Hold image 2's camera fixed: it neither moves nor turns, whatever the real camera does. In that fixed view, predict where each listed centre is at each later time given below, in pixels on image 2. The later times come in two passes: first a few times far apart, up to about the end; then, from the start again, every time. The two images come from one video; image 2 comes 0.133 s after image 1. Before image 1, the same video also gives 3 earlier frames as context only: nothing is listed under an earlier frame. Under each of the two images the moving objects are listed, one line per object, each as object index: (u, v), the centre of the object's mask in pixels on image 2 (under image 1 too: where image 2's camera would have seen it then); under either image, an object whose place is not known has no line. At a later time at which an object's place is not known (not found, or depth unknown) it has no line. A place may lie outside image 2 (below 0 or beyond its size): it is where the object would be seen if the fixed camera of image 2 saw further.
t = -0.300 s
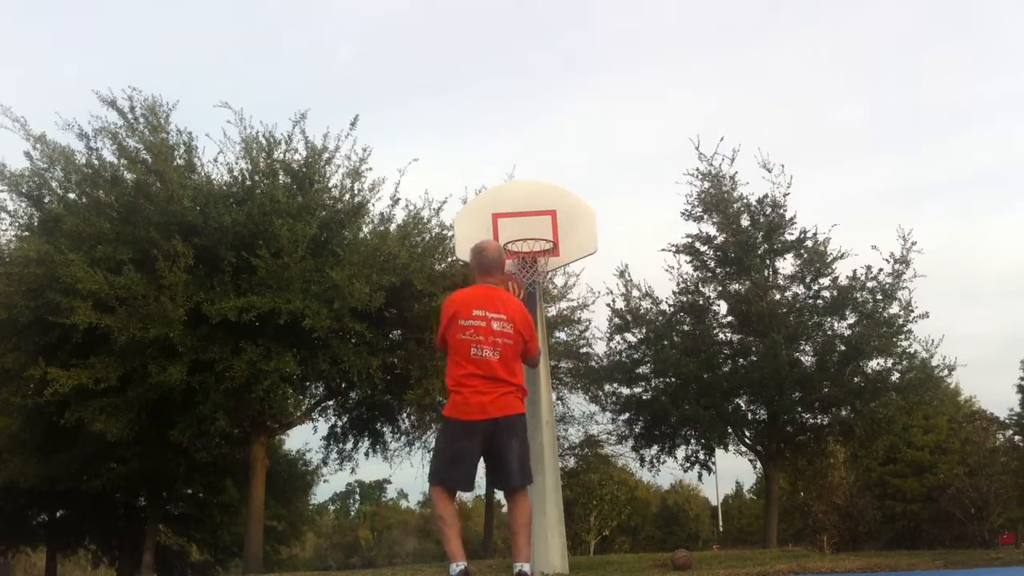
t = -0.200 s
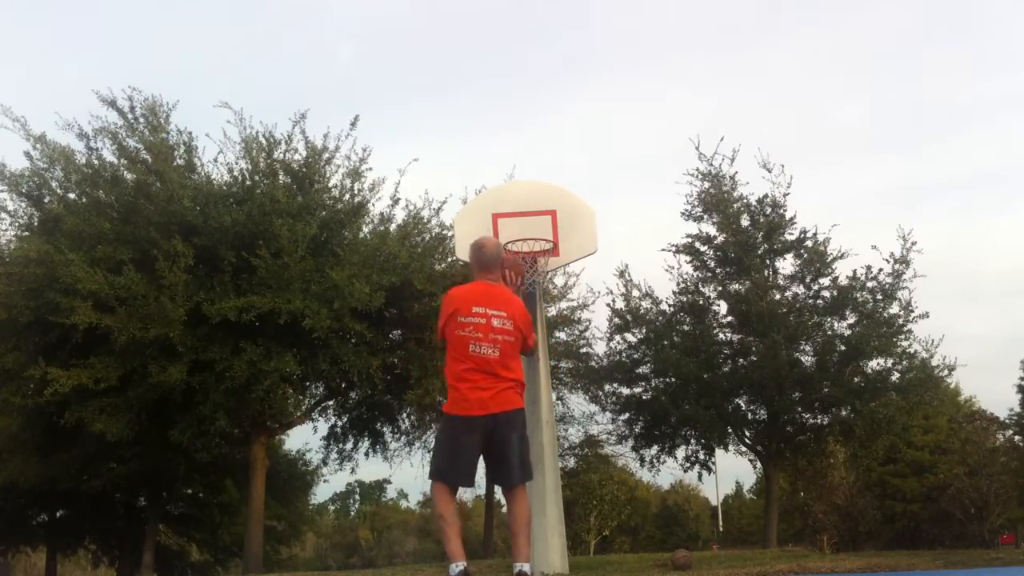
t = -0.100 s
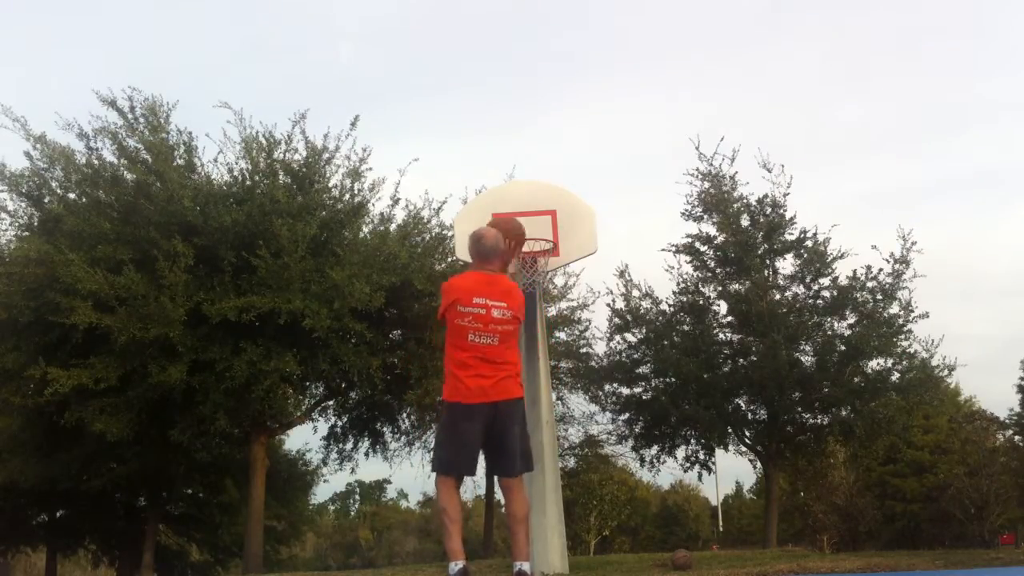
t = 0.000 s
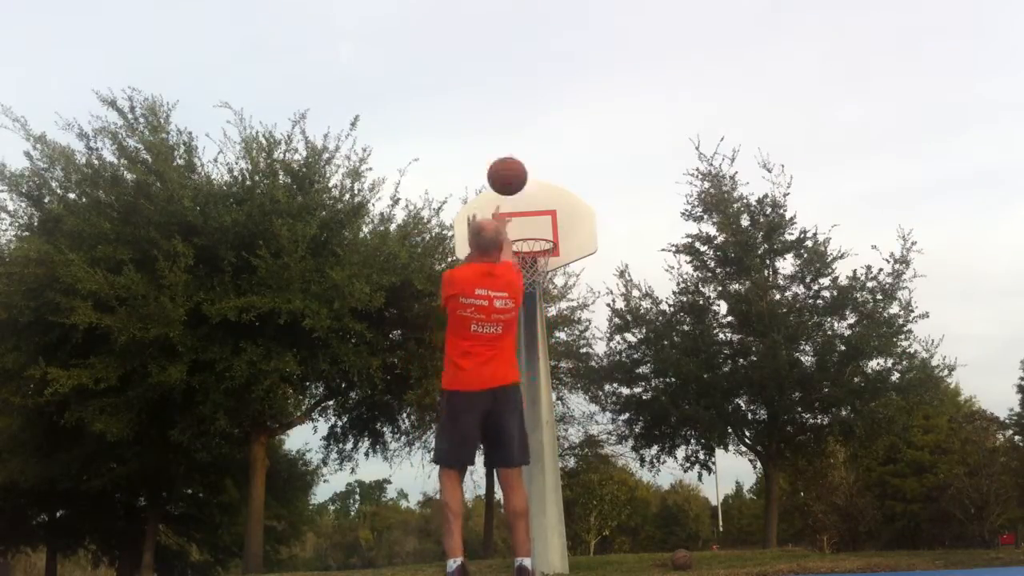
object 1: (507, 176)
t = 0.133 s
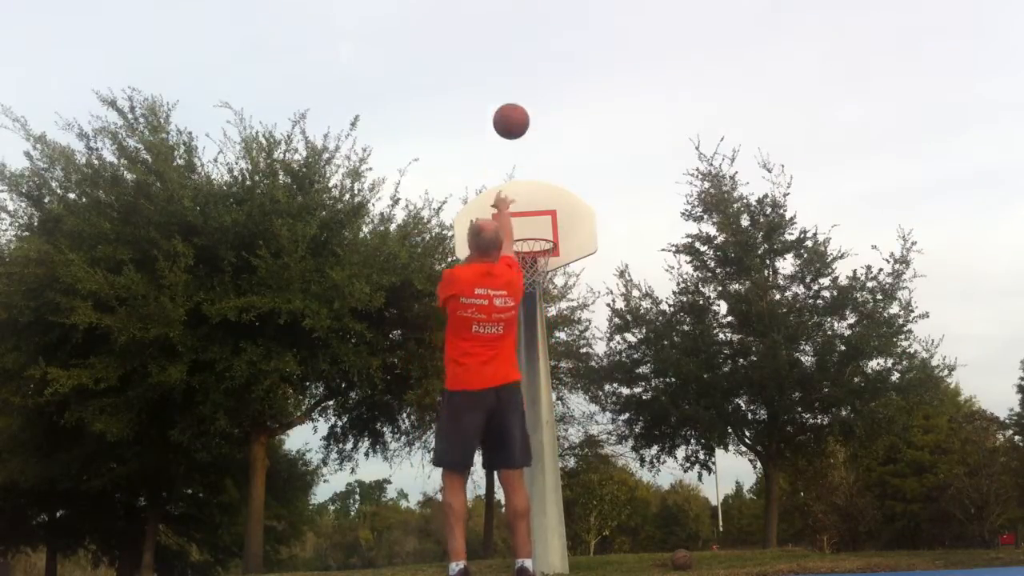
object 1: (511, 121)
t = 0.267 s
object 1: (515, 96)
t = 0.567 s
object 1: (526, 123)
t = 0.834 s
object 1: (537, 218)
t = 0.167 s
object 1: (512, 112)
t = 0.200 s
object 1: (513, 105)
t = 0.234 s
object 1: (514, 100)
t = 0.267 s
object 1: (515, 96)
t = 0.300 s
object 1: (516, 94)
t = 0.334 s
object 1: (517, 93)
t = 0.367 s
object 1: (518, 93)
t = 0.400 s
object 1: (519, 95)
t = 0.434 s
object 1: (520, 98)
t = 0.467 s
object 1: (522, 103)
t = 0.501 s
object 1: (523, 109)
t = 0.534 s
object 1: (524, 115)
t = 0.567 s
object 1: (526, 123)
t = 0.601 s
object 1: (527, 132)
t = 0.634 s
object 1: (528, 142)
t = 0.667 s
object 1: (530, 152)
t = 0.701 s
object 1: (531, 164)
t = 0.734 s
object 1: (532, 176)
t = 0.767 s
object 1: (534, 189)
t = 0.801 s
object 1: (536, 203)
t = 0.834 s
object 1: (537, 218)
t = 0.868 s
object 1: (539, 234)
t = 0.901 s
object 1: (538, 248)
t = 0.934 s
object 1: (531, 255)
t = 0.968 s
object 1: (521, 266)
